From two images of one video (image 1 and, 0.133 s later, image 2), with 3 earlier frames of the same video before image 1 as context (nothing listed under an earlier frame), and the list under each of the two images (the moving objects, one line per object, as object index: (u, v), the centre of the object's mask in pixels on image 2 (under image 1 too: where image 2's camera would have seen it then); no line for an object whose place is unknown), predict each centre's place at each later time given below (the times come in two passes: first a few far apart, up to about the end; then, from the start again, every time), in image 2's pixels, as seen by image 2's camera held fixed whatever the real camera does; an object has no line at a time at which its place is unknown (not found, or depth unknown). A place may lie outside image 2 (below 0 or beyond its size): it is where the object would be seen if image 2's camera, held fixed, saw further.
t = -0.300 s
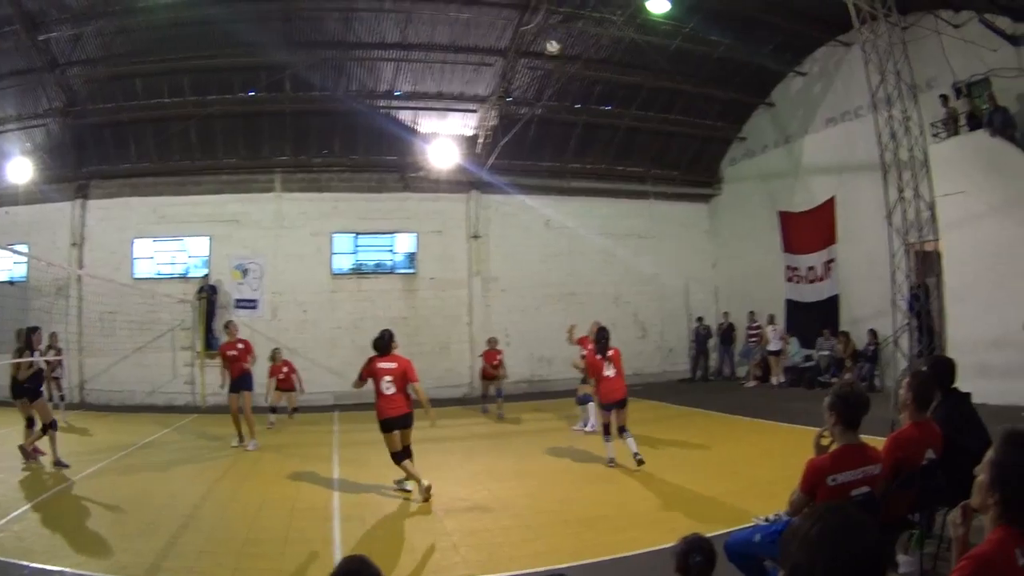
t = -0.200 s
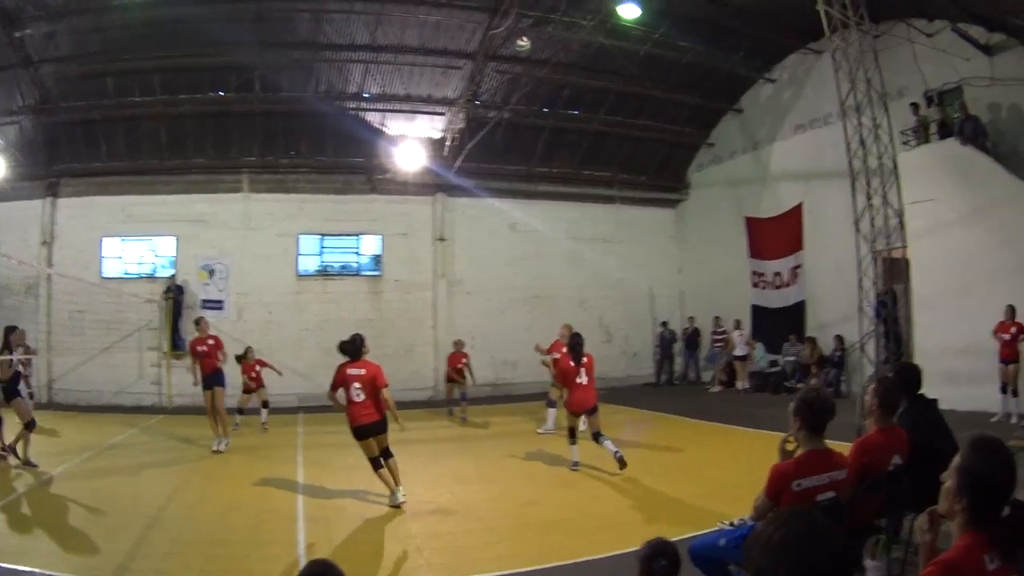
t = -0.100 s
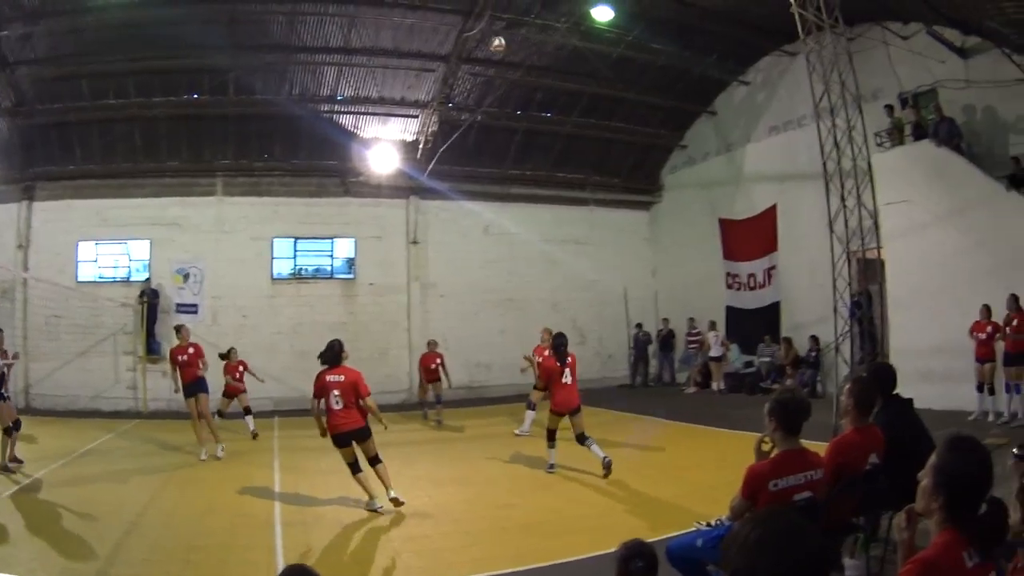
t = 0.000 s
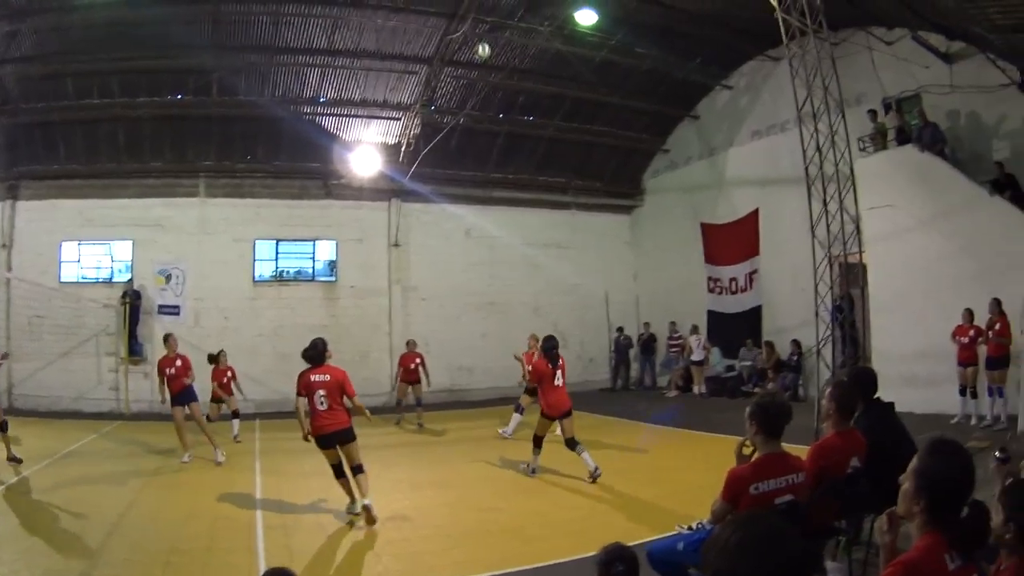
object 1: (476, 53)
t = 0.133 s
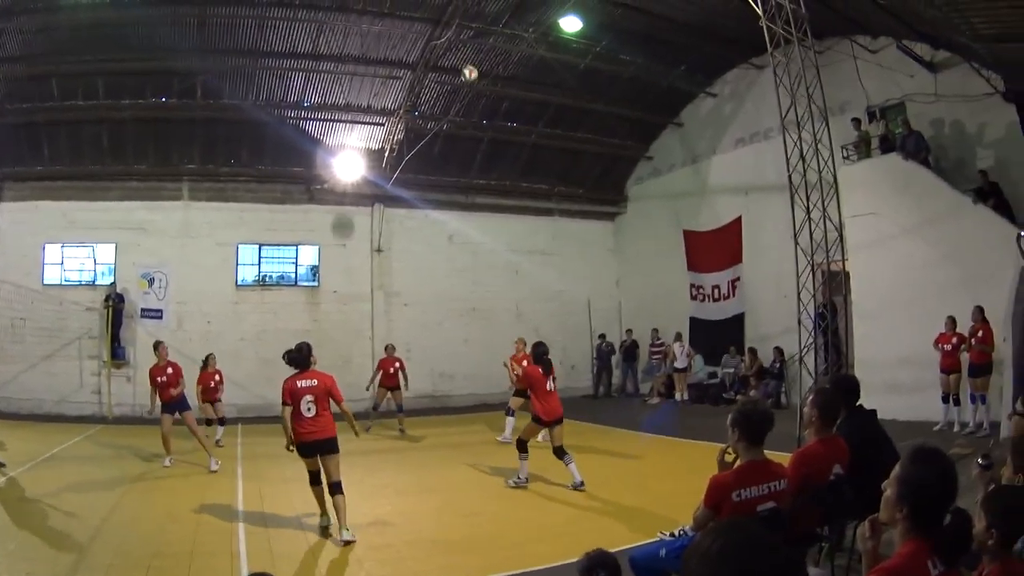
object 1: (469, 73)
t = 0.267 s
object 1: (470, 105)
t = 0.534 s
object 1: (478, 224)
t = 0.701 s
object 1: (486, 342)
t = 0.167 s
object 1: (469, 79)
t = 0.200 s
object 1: (468, 87)
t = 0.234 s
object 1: (469, 97)
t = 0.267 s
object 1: (470, 105)
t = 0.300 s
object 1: (471, 116)
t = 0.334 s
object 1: (473, 128)
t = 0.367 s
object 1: (474, 141)
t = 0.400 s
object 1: (474, 155)
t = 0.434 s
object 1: (476, 170)
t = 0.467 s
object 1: (476, 186)
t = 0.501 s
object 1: (477, 205)
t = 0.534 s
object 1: (478, 224)
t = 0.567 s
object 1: (479, 246)
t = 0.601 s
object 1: (479, 272)
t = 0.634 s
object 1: (481, 291)
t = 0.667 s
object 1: (484, 317)
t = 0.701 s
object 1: (486, 342)
